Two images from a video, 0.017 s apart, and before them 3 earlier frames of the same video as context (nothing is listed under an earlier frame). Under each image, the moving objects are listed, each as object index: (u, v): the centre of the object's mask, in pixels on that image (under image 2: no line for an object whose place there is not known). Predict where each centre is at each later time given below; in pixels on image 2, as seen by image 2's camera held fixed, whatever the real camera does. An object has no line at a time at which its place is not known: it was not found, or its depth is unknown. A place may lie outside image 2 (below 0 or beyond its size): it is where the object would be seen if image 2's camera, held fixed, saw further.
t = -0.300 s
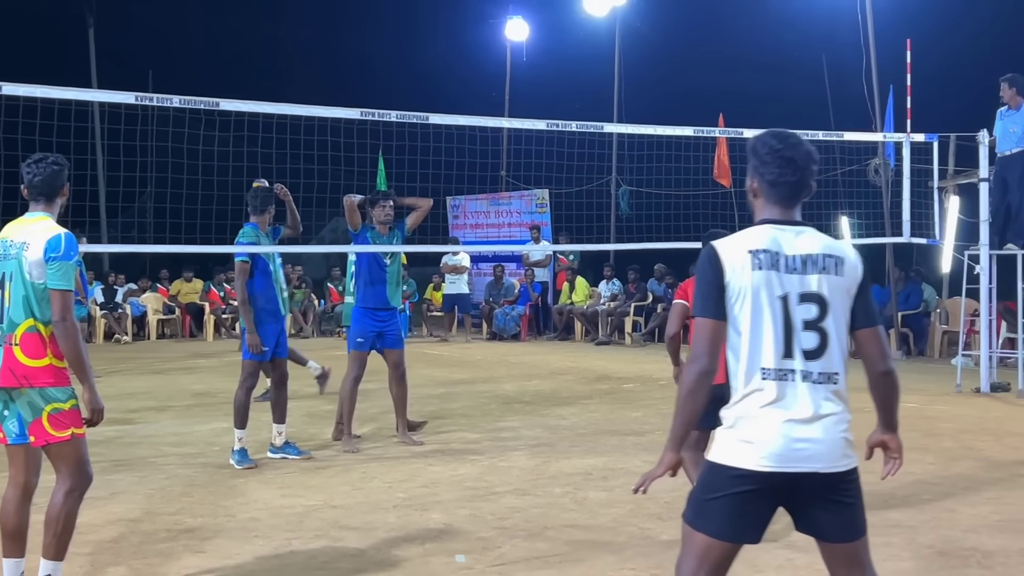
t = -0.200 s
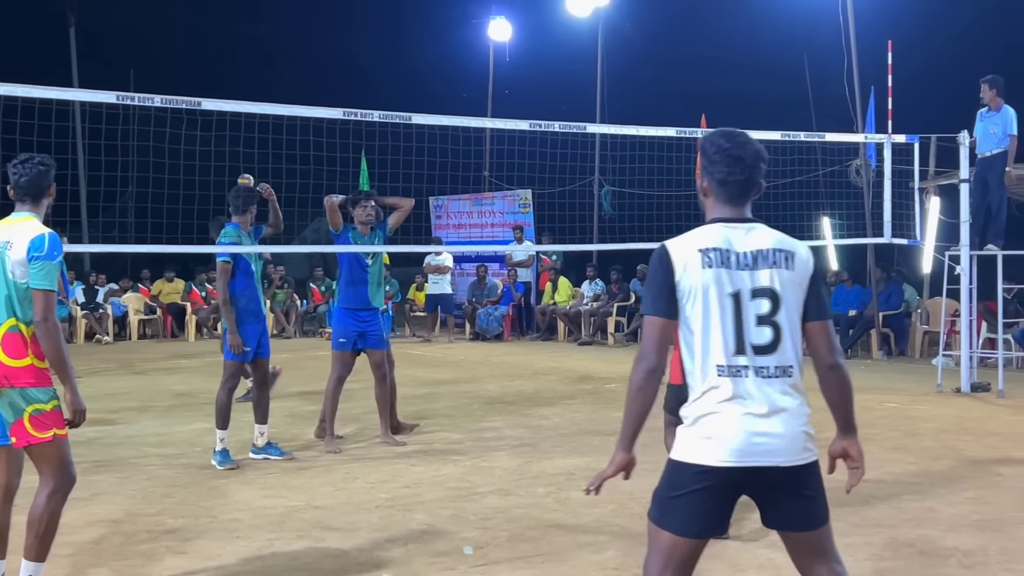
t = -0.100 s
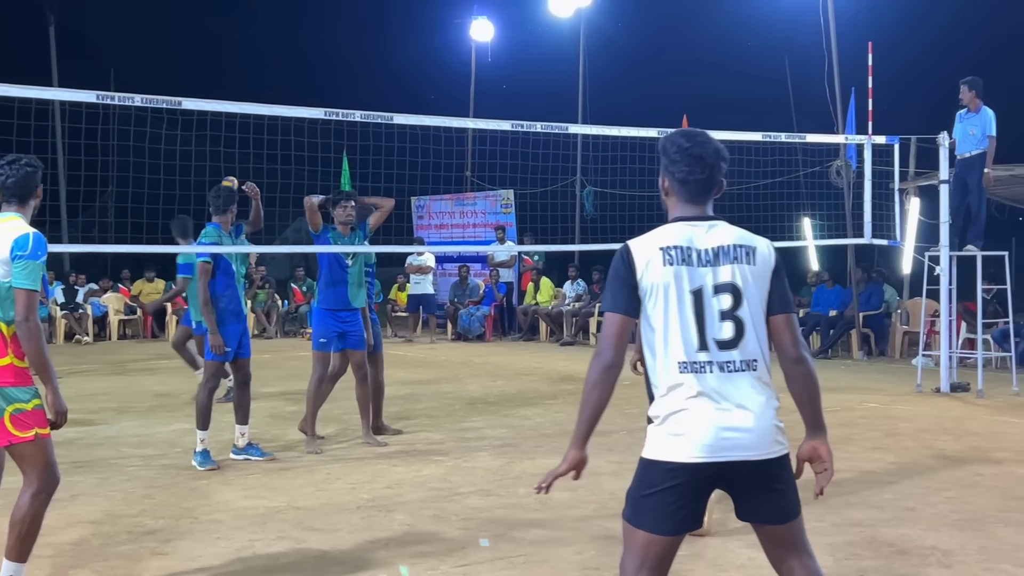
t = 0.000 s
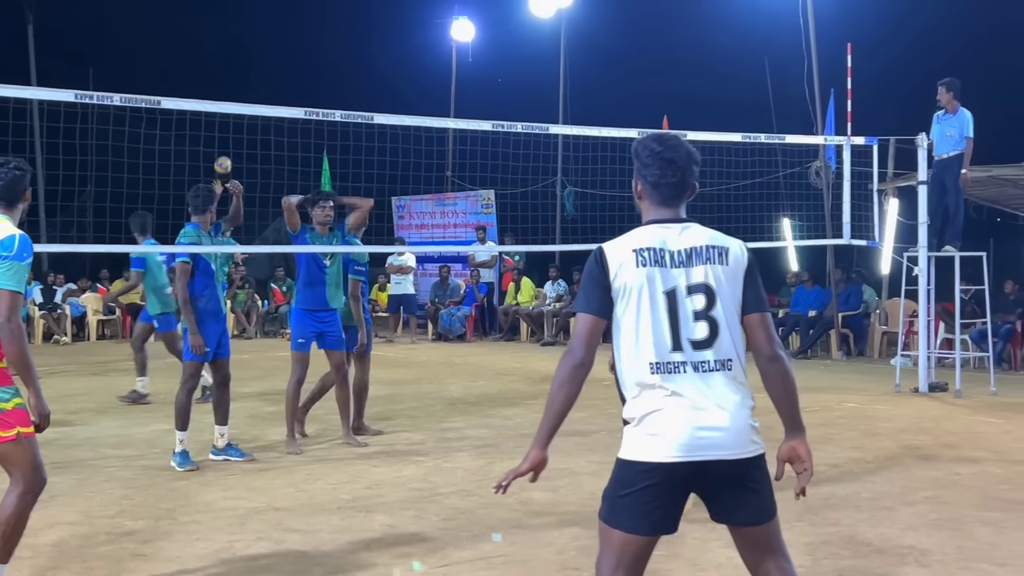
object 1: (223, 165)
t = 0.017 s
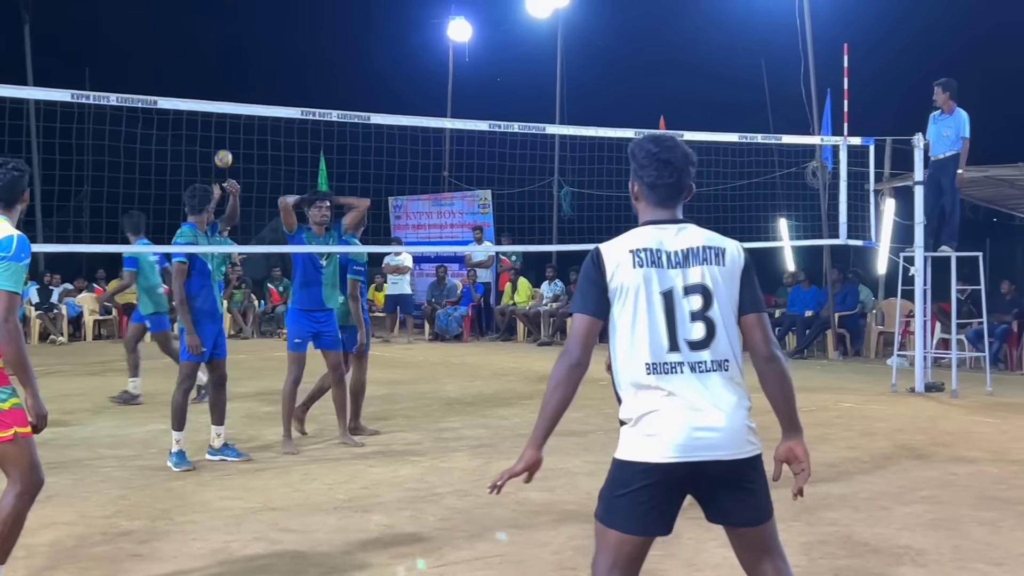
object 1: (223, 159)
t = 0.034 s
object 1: (226, 152)
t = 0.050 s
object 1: (230, 145)
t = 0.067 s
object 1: (233, 139)
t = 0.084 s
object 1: (236, 132)
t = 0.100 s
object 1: (240, 126)
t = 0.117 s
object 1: (242, 121)
